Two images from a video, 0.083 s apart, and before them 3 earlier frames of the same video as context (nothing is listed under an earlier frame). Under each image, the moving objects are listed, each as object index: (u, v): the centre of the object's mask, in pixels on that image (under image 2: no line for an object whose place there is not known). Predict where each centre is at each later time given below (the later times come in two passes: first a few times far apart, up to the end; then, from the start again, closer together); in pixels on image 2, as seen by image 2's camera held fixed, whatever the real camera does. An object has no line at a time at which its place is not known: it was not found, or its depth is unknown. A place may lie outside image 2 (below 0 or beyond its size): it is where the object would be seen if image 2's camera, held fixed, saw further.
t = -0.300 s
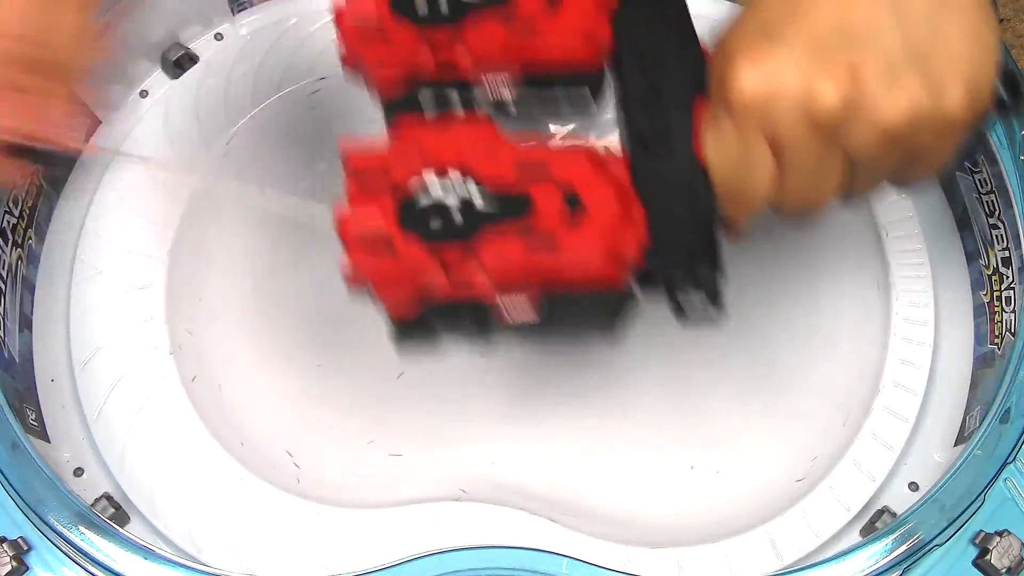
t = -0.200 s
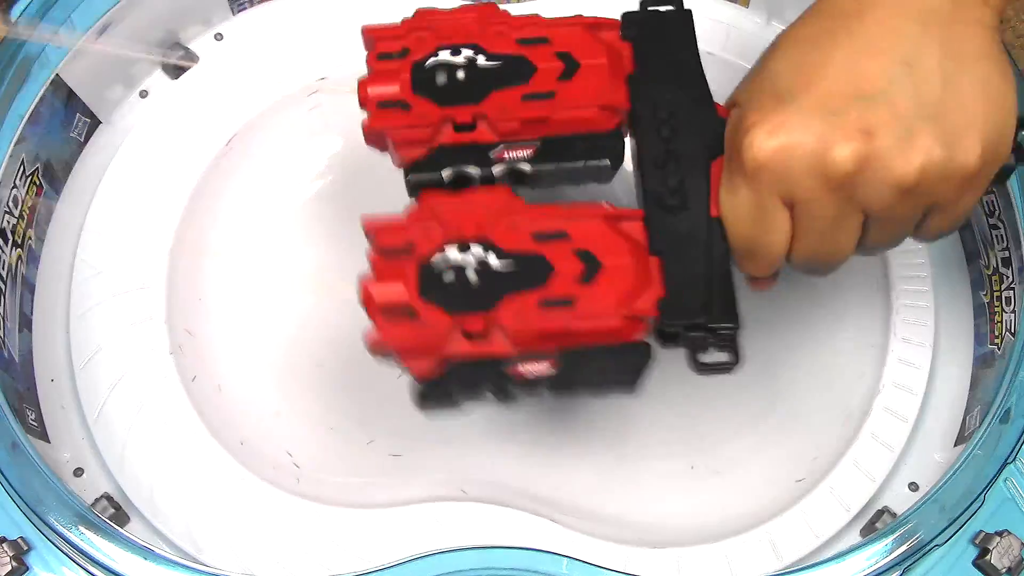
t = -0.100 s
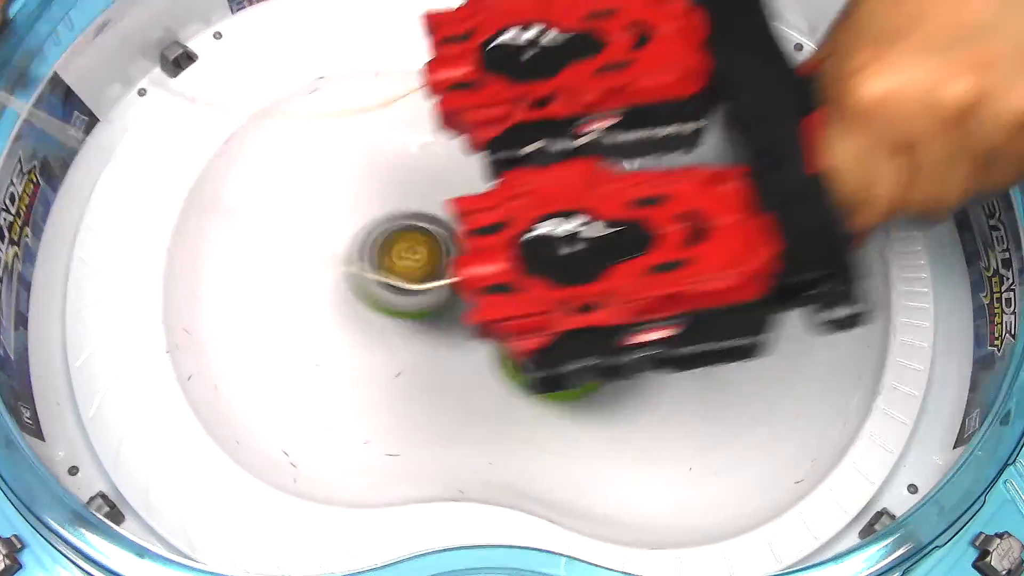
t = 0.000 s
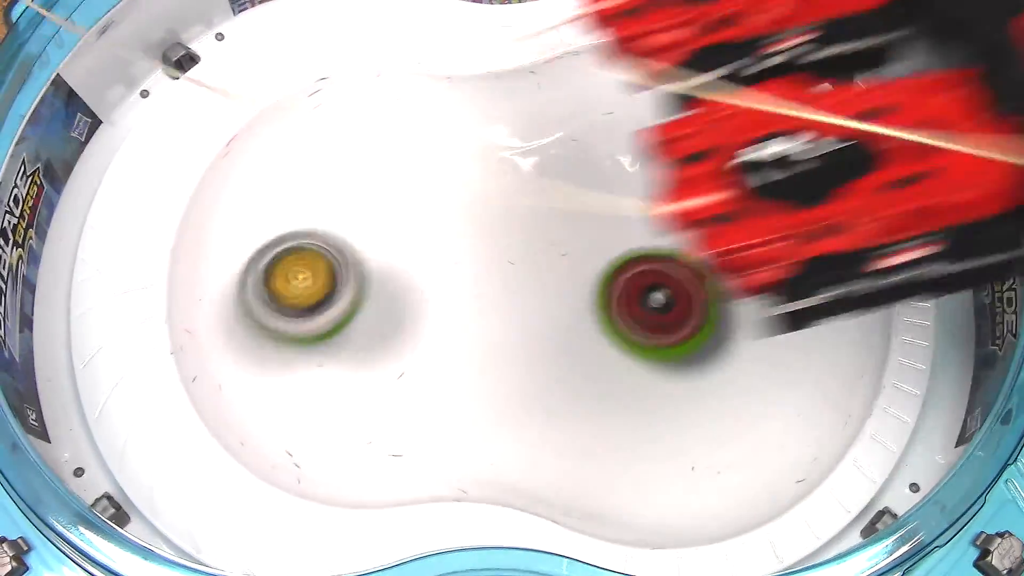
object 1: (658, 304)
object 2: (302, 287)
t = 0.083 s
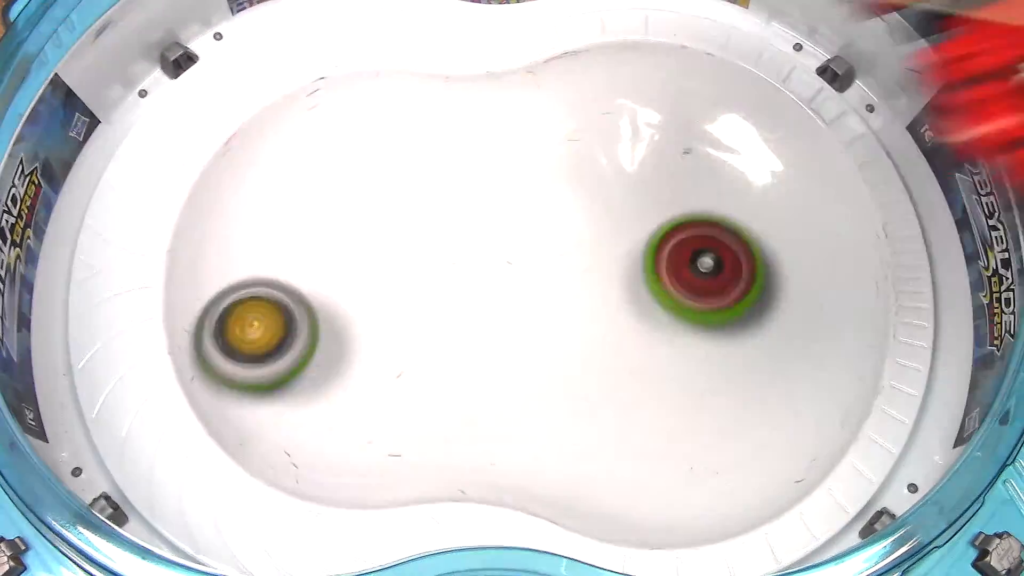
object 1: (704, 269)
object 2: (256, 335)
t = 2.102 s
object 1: (784, 411)
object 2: (544, 389)
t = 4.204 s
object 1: (382, 314)
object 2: (657, 310)
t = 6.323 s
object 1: (649, 372)
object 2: (579, 200)
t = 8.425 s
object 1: (662, 190)
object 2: (743, 302)
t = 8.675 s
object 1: (782, 203)
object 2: (705, 349)
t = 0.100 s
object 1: (708, 262)
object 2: (254, 342)
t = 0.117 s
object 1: (710, 254)
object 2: (256, 348)
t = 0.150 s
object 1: (709, 237)
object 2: (266, 360)
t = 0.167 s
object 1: (706, 229)
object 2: (276, 366)
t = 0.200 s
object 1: (695, 213)
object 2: (300, 378)
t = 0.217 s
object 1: (688, 206)
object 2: (318, 383)
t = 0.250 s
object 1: (669, 194)
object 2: (355, 388)
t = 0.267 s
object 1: (657, 190)
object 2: (378, 385)
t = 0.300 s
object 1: (633, 185)
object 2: (426, 373)
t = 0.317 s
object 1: (621, 186)
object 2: (445, 365)
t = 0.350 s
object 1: (598, 190)
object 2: (484, 344)
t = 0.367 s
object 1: (586, 196)
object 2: (502, 330)
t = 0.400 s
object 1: (566, 205)
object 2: (528, 312)
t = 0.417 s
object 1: (569, 193)
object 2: (525, 314)
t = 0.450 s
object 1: (575, 173)
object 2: (516, 319)
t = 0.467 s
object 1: (578, 166)
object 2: (512, 319)
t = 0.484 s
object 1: (580, 158)
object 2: (508, 317)
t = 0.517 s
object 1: (583, 149)
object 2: (499, 308)
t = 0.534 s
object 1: (583, 147)
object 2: (494, 302)
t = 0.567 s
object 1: (583, 145)
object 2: (480, 287)
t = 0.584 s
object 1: (582, 146)
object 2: (473, 280)
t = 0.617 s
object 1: (579, 149)
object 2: (456, 264)
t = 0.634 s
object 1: (578, 152)
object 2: (447, 256)
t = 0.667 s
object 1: (573, 157)
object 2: (424, 241)
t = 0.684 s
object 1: (570, 161)
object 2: (410, 234)
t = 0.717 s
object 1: (565, 169)
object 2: (383, 220)
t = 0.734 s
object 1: (563, 173)
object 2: (369, 214)
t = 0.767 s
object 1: (557, 181)
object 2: (339, 203)
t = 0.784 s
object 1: (553, 185)
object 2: (322, 199)
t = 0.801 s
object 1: (550, 189)
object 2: (306, 196)
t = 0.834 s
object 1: (543, 197)
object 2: (273, 197)
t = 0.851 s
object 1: (540, 201)
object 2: (257, 201)
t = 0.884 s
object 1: (536, 209)
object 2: (236, 214)
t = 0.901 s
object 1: (536, 212)
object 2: (229, 223)
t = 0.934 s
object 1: (539, 218)
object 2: (224, 250)
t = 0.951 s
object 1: (542, 221)
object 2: (226, 266)
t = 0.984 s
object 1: (552, 228)
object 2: (242, 304)
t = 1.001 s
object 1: (560, 232)
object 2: (254, 324)
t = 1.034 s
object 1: (578, 242)
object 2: (288, 358)
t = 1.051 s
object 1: (588, 247)
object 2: (320, 376)
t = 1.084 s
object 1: (616, 258)
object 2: (371, 395)
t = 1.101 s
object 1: (632, 263)
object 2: (406, 400)
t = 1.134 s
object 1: (666, 272)
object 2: (461, 400)
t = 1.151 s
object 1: (683, 274)
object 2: (492, 396)
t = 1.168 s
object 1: (701, 274)
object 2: (525, 391)
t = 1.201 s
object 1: (735, 271)
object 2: (591, 376)
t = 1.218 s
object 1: (751, 268)
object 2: (625, 367)
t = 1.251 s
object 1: (778, 256)
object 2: (688, 342)
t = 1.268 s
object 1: (790, 248)
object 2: (715, 327)
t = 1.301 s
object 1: (835, 218)
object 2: (736, 297)
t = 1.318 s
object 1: (844, 200)
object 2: (742, 281)
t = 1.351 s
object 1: (850, 170)
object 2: (752, 246)
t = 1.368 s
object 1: (850, 159)
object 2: (755, 226)
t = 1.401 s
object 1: (845, 146)
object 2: (752, 189)
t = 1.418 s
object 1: (842, 142)
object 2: (740, 168)
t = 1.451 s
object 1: (825, 139)
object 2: (714, 129)
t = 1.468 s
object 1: (813, 140)
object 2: (698, 110)
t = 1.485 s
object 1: (797, 145)
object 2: (678, 94)
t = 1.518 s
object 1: (758, 156)
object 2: (634, 65)
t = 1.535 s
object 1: (733, 164)
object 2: (610, 61)
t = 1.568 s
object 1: (686, 174)
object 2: (565, 70)
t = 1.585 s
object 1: (665, 181)
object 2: (544, 79)
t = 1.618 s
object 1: (626, 195)
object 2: (500, 107)
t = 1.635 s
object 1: (610, 203)
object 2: (478, 126)
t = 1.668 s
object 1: (584, 224)
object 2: (431, 166)
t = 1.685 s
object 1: (573, 237)
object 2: (409, 186)
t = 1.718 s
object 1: (556, 265)
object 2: (365, 223)
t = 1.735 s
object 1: (550, 280)
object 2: (347, 240)
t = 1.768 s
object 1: (544, 309)
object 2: (317, 272)
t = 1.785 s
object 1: (543, 324)
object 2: (305, 289)
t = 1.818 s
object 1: (547, 353)
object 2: (289, 322)
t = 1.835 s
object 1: (551, 367)
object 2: (285, 340)
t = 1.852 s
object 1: (557, 378)
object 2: (284, 357)
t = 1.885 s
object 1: (572, 399)
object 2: (290, 389)
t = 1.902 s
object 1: (582, 410)
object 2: (297, 404)
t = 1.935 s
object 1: (608, 427)
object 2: (323, 429)
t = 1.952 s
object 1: (622, 433)
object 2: (340, 437)
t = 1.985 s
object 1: (656, 441)
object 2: (377, 443)
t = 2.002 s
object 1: (674, 443)
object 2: (400, 441)
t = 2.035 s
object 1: (713, 441)
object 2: (446, 429)
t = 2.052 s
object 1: (731, 437)
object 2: (471, 421)
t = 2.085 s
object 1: (768, 422)
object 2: (519, 399)
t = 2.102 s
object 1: (784, 411)
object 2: (544, 389)
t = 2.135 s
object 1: (811, 380)
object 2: (599, 367)
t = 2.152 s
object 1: (821, 362)
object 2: (625, 355)
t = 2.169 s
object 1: (828, 343)
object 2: (651, 345)
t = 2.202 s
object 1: (832, 301)
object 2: (705, 319)
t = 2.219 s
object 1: (830, 278)
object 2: (719, 307)
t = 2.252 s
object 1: (856, 233)
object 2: (701, 270)
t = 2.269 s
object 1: (862, 209)
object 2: (687, 250)
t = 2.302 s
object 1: (865, 169)
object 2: (662, 212)
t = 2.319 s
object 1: (862, 152)
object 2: (647, 191)
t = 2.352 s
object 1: (847, 119)
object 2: (613, 160)
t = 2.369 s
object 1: (838, 108)
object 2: (600, 150)
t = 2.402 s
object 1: (810, 91)
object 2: (567, 129)
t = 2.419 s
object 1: (792, 85)
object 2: (550, 123)
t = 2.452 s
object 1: (743, 87)
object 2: (517, 115)
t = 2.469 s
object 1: (718, 92)
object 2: (498, 114)
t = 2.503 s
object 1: (653, 112)
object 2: (459, 118)
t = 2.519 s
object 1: (622, 124)
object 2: (442, 122)
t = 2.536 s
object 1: (591, 140)
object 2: (419, 128)
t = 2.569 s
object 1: (533, 177)
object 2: (376, 142)
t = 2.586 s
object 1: (506, 199)
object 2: (352, 148)
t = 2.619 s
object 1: (454, 247)
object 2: (308, 163)
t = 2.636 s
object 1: (431, 271)
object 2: (287, 175)
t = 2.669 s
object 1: (389, 319)
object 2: (255, 202)
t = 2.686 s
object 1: (371, 343)
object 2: (243, 221)
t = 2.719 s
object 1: (338, 388)
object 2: (227, 266)
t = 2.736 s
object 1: (325, 408)
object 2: (224, 291)
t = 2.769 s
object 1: (306, 441)
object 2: (236, 343)
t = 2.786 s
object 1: (312, 459)
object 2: (246, 345)
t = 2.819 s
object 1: (332, 498)
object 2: (276, 345)
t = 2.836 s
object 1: (343, 515)
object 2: (295, 347)
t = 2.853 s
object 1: (356, 527)
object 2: (318, 348)
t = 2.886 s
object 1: (379, 527)
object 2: (360, 340)
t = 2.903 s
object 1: (390, 519)
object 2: (385, 333)
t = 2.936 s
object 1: (405, 508)
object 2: (426, 318)
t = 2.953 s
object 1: (410, 500)
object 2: (447, 309)
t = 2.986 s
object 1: (417, 491)
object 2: (485, 290)
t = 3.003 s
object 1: (420, 487)
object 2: (504, 281)
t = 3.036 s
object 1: (426, 478)
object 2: (535, 261)
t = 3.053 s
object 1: (430, 472)
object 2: (553, 251)
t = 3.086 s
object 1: (440, 457)
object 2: (578, 233)
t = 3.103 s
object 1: (446, 446)
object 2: (591, 225)
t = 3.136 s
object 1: (459, 418)
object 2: (610, 212)
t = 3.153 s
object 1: (467, 397)
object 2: (621, 206)
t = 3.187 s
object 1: (486, 356)
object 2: (641, 198)
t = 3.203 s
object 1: (496, 333)
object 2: (651, 193)
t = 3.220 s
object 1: (504, 313)
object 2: (660, 187)
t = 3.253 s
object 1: (520, 275)
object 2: (676, 177)
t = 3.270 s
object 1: (528, 257)
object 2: (683, 171)
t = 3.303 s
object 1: (541, 225)
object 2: (693, 159)
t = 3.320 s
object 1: (546, 211)
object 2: (696, 154)
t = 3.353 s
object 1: (553, 186)
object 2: (699, 145)
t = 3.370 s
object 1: (556, 176)
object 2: (698, 141)
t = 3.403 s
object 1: (561, 160)
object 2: (694, 134)
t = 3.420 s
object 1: (562, 154)
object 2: (689, 133)
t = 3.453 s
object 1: (561, 147)
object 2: (678, 132)
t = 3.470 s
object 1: (556, 145)
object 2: (674, 134)
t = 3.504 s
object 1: (544, 144)
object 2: (667, 140)
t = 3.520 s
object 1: (537, 145)
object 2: (665, 146)
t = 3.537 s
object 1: (529, 148)
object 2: (665, 151)
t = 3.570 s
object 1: (512, 157)
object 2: (664, 168)
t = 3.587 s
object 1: (502, 163)
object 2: (665, 175)
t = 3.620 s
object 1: (481, 177)
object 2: (671, 197)
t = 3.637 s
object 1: (469, 184)
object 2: (674, 206)
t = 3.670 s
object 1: (445, 199)
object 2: (685, 226)
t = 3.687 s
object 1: (432, 205)
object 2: (690, 237)
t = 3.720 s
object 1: (408, 215)
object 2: (704, 256)
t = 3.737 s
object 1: (396, 219)
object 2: (711, 266)
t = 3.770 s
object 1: (375, 224)
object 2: (726, 281)
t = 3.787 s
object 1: (366, 224)
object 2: (734, 288)
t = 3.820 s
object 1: (351, 225)
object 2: (750, 299)
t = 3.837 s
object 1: (345, 226)
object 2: (758, 303)
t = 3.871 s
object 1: (333, 231)
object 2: (770, 307)
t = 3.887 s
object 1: (328, 235)
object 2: (776, 308)
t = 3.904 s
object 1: (323, 240)
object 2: (780, 306)
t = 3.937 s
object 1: (316, 251)
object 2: (785, 302)
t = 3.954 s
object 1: (314, 257)
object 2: (785, 297)
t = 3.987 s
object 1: (312, 270)
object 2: (783, 288)
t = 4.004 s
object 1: (313, 278)
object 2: (779, 285)
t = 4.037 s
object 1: (318, 291)
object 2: (767, 277)
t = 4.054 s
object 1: (321, 297)
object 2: (759, 276)
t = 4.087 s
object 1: (331, 307)
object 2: (739, 276)
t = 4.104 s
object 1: (337, 310)
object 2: (729, 278)
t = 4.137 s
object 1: (351, 314)
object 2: (704, 286)
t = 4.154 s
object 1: (358, 315)
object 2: (693, 290)
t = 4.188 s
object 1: (374, 315)
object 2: (669, 303)
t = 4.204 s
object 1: (382, 314)
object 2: (657, 310)
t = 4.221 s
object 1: (390, 313)
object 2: (644, 319)
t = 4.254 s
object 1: (404, 312)
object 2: (625, 336)
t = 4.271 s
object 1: (411, 311)
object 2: (615, 348)
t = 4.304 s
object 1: (428, 309)
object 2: (602, 365)
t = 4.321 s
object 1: (436, 308)
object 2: (598, 374)
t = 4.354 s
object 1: (453, 308)
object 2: (592, 395)
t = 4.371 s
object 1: (462, 307)
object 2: (592, 403)
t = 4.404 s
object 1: (477, 305)
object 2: (595, 422)
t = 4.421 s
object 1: (486, 304)
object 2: (597, 428)
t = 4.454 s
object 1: (501, 302)
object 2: (609, 442)
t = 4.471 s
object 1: (508, 302)
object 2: (617, 447)
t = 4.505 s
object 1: (524, 300)
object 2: (640, 451)
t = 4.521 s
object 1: (531, 299)
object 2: (653, 452)
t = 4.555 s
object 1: (544, 297)
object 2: (678, 444)
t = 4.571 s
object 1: (552, 296)
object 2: (691, 435)
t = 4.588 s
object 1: (560, 295)
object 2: (698, 425)
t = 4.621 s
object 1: (576, 294)
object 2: (709, 400)
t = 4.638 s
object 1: (585, 294)
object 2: (711, 385)
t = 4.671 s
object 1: (603, 288)
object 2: (711, 352)
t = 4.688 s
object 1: (602, 278)
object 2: (721, 344)
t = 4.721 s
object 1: (594, 254)
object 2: (736, 327)
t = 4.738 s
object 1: (590, 244)
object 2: (739, 318)
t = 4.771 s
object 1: (581, 227)
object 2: (739, 295)
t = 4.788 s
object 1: (575, 219)
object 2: (737, 283)
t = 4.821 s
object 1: (560, 205)
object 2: (723, 257)
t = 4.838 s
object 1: (552, 198)
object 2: (714, 241)
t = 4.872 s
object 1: (532, 187)
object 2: (692, 219)
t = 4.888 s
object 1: (520, 183)
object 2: (679, 210)
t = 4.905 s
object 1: (509, 179)
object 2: (667, 200)
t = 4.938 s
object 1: (485, 173)
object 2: (638, 186)
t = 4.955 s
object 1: (472, 171)
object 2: (622, 181)
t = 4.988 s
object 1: (448, 166)
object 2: (594, 176)
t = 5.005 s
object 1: (435, 164)
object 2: (582, 178)
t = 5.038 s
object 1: (410, 161)
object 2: (550, 183)
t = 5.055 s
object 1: (398, 160)
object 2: (535, 185)
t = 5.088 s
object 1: (374, 157)
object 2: (503, 193)
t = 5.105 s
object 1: (363, 158)
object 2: (484, 198)
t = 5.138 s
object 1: (342, 162)
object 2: (454, 207)
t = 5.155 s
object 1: (326, 160)
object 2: (447, 215)
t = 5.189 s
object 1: (290, 160)
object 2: (437, 235)
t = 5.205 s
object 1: (274, 164)
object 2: (431, 245)
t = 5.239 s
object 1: (247, 180)
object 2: (423, 264)
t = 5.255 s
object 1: (238, 192)
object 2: (422, 272)
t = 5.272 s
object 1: (232, 206)
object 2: (420, 281)
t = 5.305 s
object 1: (226, 243)
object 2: (419, 299)
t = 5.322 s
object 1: (229, 268)
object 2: (420, 308)
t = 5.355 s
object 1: (241, 309)
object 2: (424, 324)
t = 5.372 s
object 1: (252, 327)
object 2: (427, 331)
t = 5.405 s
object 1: (283, 357)
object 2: (437, 344)
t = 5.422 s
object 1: (301, 368)
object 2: (445, 350)
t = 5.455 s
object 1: (340, 379)
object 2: (466, 360)
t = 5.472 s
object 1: (350, 382)
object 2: (484, 362)
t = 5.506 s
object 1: (376, 379)
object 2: (523, 367)
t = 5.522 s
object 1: (390, 375)
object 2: (544, 369)
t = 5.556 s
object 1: (420, 364)
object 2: (584, 371)
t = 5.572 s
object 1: (433, 359)
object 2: (602, 371)
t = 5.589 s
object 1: (447, 353)
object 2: (624, 371)
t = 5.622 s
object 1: (472, 341)
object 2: (659, 370)
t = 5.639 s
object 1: (484, 335)
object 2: (673, 368)
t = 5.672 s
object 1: (504, 323)
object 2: (700, 357)
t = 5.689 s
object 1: (514, 318)
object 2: (714, 348)
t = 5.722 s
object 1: (530, 305)
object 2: (734, 327)
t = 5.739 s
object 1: (537, 300)
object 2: (741, 317)
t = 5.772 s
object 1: (549, 287)
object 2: (752, 292)
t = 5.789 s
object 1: (556, 281)
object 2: (755, 277)
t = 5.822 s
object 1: (567, 269)
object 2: (756, 250)
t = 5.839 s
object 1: (573, 264)
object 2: (756, 239)
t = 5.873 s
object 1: (586, 254)
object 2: (748, 212)
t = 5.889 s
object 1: (590, 249)
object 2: (740, 200)
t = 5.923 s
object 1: (600, 240)
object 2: (723, 179)
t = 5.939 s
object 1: (604, 237)
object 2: (713, 169)
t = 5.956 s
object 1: (608, 232)
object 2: (701, 161)
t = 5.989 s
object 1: (606, 231)
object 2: (684, 145)
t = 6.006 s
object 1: (606, 232)
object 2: (675, 139)
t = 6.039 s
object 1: (600, 236)
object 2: (659, 126)
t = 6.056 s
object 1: (599, 239)
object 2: (652, 122)
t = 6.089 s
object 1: (597, 242)
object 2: (631, 120)
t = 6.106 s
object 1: (598, 245)
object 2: (618, 122)
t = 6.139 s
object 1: (599, 249)
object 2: (598, 134)
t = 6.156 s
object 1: (598, 258)
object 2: (592, 139)
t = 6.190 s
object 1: (601, 287)
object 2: (585, 141)
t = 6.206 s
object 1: (604, 299)
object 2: (582, 148)
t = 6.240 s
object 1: (611, 323)
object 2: (580, 159)
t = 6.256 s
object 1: (616, 333)
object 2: (578, 166)
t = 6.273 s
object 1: (623, 344)
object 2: (579, 174)
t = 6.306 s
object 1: (640, 362)
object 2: (580, 190)
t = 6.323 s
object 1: (649, 372)
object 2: (579, 200)
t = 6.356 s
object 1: (668, 386)
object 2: (583, 218)
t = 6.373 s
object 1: (680, 390)
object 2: (585, 225)
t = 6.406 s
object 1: (700, 395)
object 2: (595, 243)
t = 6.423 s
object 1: (712, 394)
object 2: (603, 253)
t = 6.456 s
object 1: (731, 390)
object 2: (620, 269)
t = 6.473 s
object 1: (740, 384)
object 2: (629, 279)
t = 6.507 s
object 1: (754, 372)
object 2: (652, 298)
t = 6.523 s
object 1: (761, 365)
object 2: (661, 303)
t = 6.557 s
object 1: (788, 368)
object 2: (670, 300)
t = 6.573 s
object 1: (800, 368)
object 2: (673, 295)
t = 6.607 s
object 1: (816, 361)
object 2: (682, 290)
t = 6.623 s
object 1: (821, 355)
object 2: (689, 288)
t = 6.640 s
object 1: (823, 347)
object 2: (694, 288)
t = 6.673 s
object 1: (820, 328)
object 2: (707, 286)
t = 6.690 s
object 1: (818, 322)
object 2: (709, 282)
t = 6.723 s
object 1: (825, 314)
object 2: (707, 268)
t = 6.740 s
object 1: (826, 308)
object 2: (704, 259)
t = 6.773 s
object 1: (822, 298)
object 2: (699, 248)
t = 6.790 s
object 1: (816, 292)
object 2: (700, 244)
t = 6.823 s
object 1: (804, 284)
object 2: (693, 237)
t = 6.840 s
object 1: (802, 290)
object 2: (686, 225)
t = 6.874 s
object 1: (801, 300)
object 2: (665, 199)
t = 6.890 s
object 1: (798, 305)
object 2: (658, 192)
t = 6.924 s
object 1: (788, 314)
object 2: (641, 179)
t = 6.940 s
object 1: (780, 317)
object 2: (635, 175)
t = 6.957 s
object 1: (772, 322)
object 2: (624, 172)
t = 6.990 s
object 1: (752, 332)
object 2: (609, 170)
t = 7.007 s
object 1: (741, 336)
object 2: (600, 171)
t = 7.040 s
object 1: (716, 347)
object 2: (587, 174)
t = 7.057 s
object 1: (703, 353)
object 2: (579, 176)
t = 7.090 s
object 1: (675, 365)
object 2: (566, 182)
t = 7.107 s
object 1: (662, 370)
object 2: (557, 186)
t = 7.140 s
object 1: (635, 380)
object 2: (544, 193)
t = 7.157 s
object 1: (622, 385)
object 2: (535, 198)
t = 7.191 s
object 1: (597, 393)
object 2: (523, 208)
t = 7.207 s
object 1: (585, 396)
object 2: (517, 214)
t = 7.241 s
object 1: (565, 401)
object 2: (509, 225)
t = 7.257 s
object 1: (555, 402)
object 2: (505, 232)
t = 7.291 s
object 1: (537, 404)
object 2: (502, 245)
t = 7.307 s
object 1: (528, 404)
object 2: (500, 253)
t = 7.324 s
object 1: (521, 402)
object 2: (501, 259)
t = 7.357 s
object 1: (506, 398)
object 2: (502, 275)
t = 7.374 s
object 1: (498, 396)
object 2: (504, 281)
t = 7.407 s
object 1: (478, 399)
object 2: (512, 284)
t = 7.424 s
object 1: (467, 401)
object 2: (517, 281)
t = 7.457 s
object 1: (446, 400)
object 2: (529, 282)
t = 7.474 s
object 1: (438, 396)
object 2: (533, 281)
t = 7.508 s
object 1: (421, 385)
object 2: (544, 284)
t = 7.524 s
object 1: (414, 378)
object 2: (548, 283)
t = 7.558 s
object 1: (392, 361)
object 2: (560, 286)
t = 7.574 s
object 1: (379, 350)
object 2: (565, 286)
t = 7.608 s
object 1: (354, 329)
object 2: (578, 288)
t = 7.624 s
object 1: (341, 318)
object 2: (583, 289)
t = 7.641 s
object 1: (327, 306)
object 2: (589, 288)
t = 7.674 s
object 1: (300, 284)
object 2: (603, 291)
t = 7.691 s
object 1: (289, 274)
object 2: (610, 290)
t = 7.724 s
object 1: (266, 255)
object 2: (626, 292)
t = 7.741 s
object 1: (255, 246)
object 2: (634, 292)
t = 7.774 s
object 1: (241, 230)
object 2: (649, 294)
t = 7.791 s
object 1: (237, 225)
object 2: (656, 292)
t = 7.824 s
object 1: (236, 217)
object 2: (670, 289)
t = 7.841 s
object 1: (240, 216)
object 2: (677, 285)
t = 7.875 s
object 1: (254, 216)
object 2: (691, 282)
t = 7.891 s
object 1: (263, 217)
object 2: (695, 278)
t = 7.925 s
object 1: (289, 221)
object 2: (706, 272)
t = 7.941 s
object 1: (303, 223)
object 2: (709, 268)
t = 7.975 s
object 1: (333, 225)
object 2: (716, 261)
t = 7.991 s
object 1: (348, 224)
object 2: (717, 256)
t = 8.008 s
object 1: (364, 225)
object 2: (718, 250)
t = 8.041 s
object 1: (395, 223)
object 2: (719, 244)
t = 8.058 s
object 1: (410, 222)
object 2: (717, 238)
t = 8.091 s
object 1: (440, 219)
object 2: (714, 233)
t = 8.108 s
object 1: (455, 217)
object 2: (710, 230)
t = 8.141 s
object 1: (484, 213)
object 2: (704, 226)
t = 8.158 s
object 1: (498, 212)
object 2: (698, 225)
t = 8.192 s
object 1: (527, 210)
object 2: (690, 224)
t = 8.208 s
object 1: (541, 210)
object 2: (683, 224)
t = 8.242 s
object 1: (564, 207)
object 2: (680, 229)
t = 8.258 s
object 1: (566, 203)
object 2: (687, 240)
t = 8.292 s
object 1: (573, 193)
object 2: (706, 255)
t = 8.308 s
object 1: (579, 190)
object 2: (711, 264)
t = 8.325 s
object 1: (586, 188)
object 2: (717, 269)
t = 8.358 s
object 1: (605, 186)
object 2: (728, 282)
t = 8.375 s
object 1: (620, 188)
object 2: (732, 286)
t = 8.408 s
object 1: (647, 190)
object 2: (742, 296)
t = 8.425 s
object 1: (662, 190)
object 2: (743, 302)
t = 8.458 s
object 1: (689, 191)
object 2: (747, 309)
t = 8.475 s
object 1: (702, 191)
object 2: (749, 315)
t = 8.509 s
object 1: (728, 190)
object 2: (747, 322)
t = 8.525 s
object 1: (741, 190)
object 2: (747, 325)
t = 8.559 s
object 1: (759, 190)
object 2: (741, 332)
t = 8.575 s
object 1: (768, 189)
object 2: (737, 334)
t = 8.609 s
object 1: (778, 191)
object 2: (728, 341)
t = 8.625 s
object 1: (781, 193)
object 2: (723, 343)
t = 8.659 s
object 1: (783, 198)
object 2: (712, 348)
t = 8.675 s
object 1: (782, 203)
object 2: (705, 349)
